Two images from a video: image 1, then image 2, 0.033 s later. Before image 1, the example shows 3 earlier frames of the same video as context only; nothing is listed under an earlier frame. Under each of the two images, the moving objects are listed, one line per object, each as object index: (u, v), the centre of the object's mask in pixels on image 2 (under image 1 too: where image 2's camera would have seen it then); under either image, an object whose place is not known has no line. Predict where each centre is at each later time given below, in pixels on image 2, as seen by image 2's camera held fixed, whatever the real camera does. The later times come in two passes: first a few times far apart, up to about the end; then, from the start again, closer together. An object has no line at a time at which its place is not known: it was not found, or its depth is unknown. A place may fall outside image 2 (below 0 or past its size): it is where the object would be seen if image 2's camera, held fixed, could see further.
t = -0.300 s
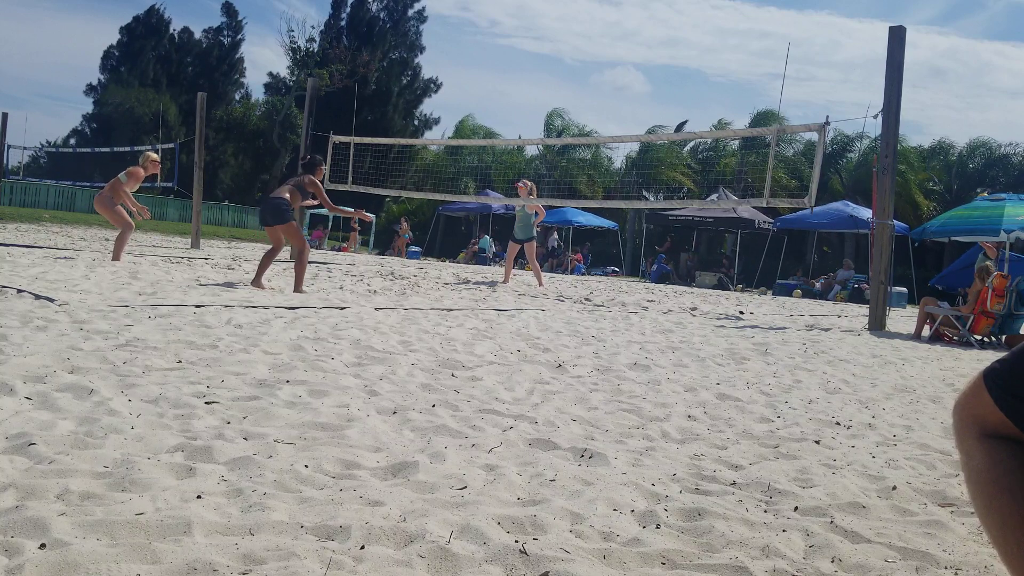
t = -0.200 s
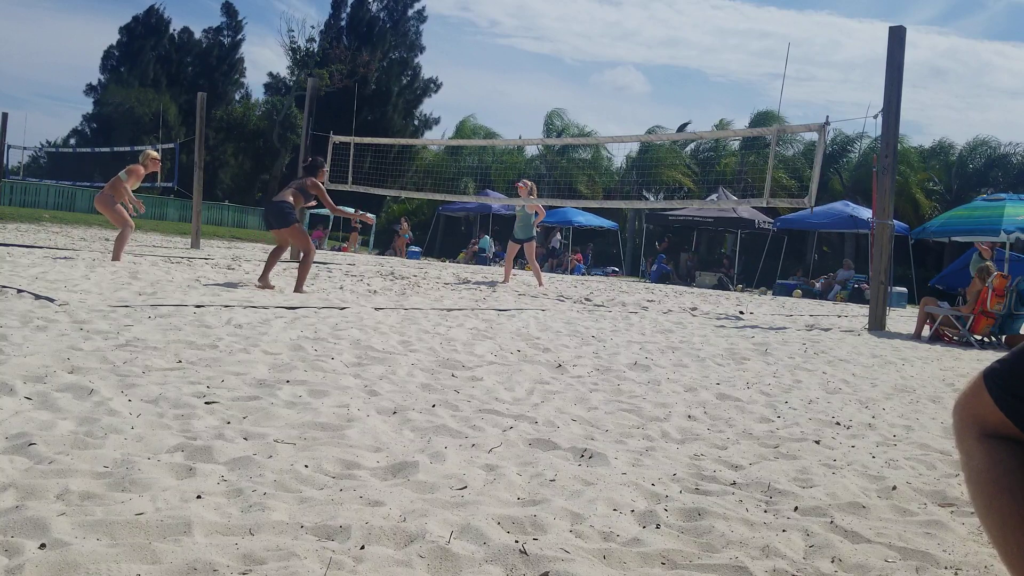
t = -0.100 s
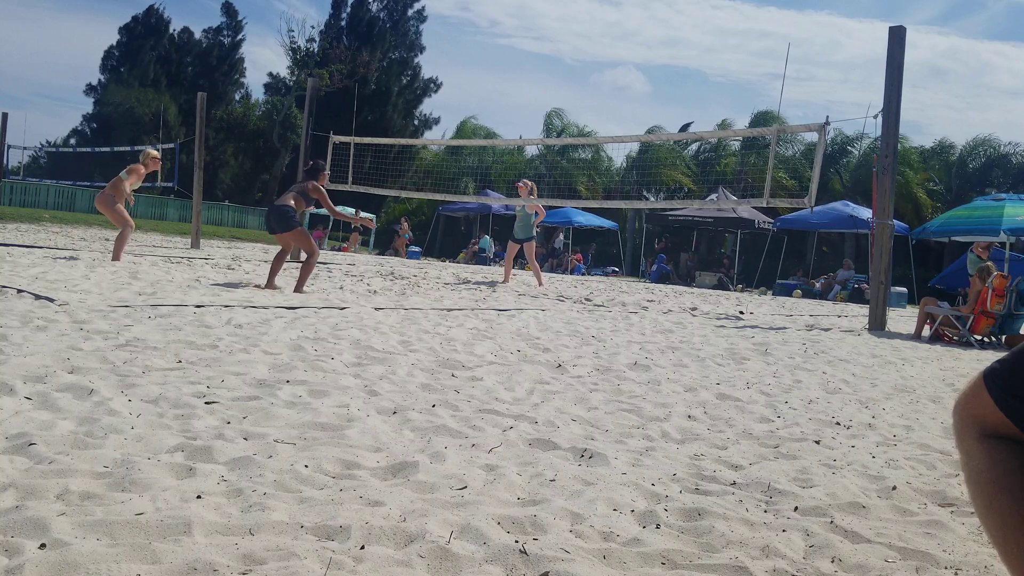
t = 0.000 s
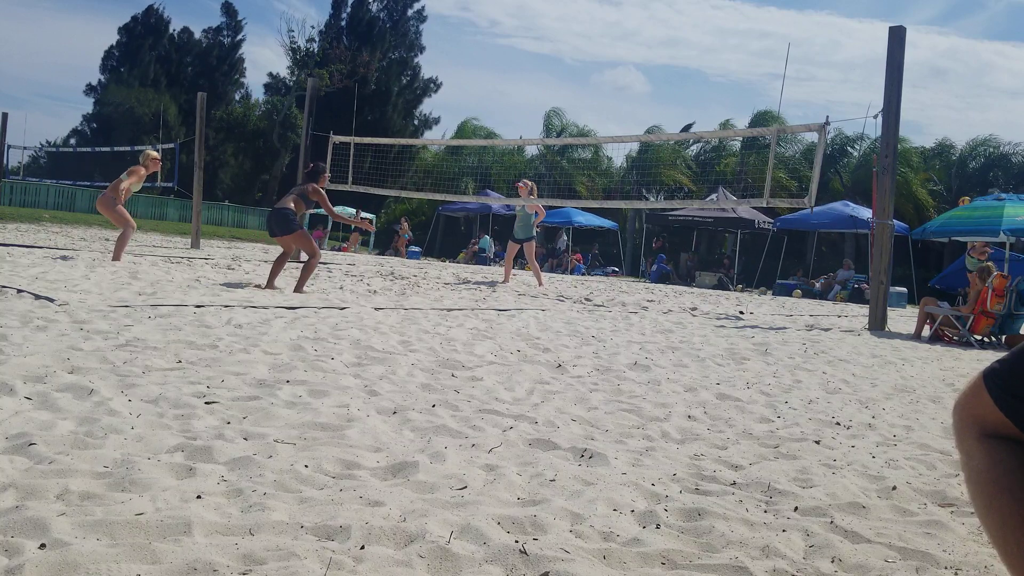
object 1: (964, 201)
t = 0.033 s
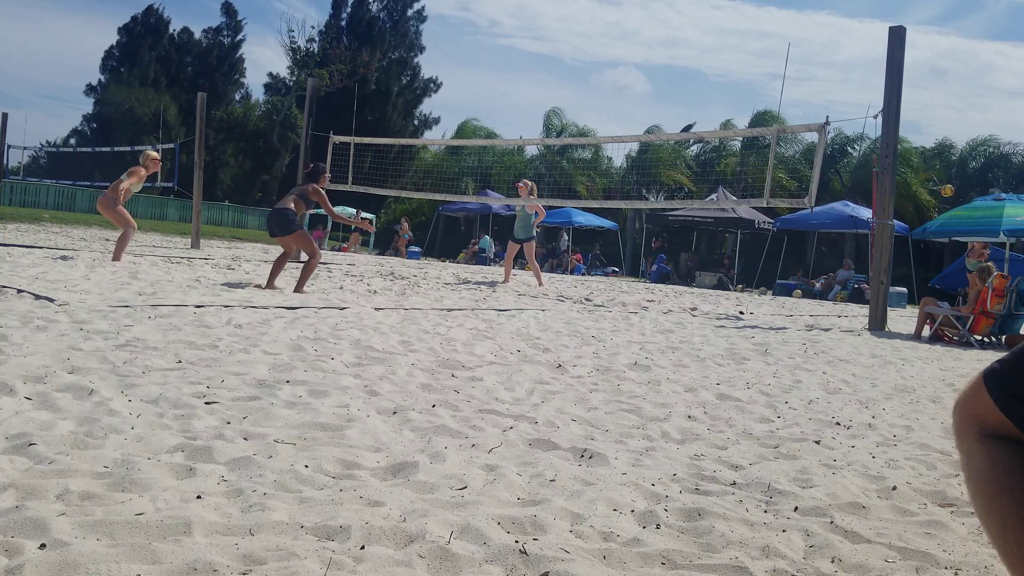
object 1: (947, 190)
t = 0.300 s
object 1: (793, 103)
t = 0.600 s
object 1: (587, 47)
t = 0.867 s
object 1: (372, 47)
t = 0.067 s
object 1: (929, 179)
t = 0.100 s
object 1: (910, 167)
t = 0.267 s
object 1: (814, 113)
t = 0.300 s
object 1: (793, 103)
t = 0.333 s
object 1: (772, 94)
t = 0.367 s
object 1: (751, 86)
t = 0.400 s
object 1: (728, 78)
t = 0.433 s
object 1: (706, 71)
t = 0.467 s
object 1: (683, 64)
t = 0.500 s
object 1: (659, 59)
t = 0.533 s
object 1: (636, 54)
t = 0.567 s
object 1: (612, 50)
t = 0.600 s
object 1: (587, 47)
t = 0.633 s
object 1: (562, 44)
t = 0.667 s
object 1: (536, 42)
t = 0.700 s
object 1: (511, 41)
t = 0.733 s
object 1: (484, 41)
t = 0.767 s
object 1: (457, 41)
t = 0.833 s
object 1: (401, 44)
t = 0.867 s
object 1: (372, 47)
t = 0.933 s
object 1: (312, 55)
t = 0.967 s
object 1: (282, 60)
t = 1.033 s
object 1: (219, 74)
